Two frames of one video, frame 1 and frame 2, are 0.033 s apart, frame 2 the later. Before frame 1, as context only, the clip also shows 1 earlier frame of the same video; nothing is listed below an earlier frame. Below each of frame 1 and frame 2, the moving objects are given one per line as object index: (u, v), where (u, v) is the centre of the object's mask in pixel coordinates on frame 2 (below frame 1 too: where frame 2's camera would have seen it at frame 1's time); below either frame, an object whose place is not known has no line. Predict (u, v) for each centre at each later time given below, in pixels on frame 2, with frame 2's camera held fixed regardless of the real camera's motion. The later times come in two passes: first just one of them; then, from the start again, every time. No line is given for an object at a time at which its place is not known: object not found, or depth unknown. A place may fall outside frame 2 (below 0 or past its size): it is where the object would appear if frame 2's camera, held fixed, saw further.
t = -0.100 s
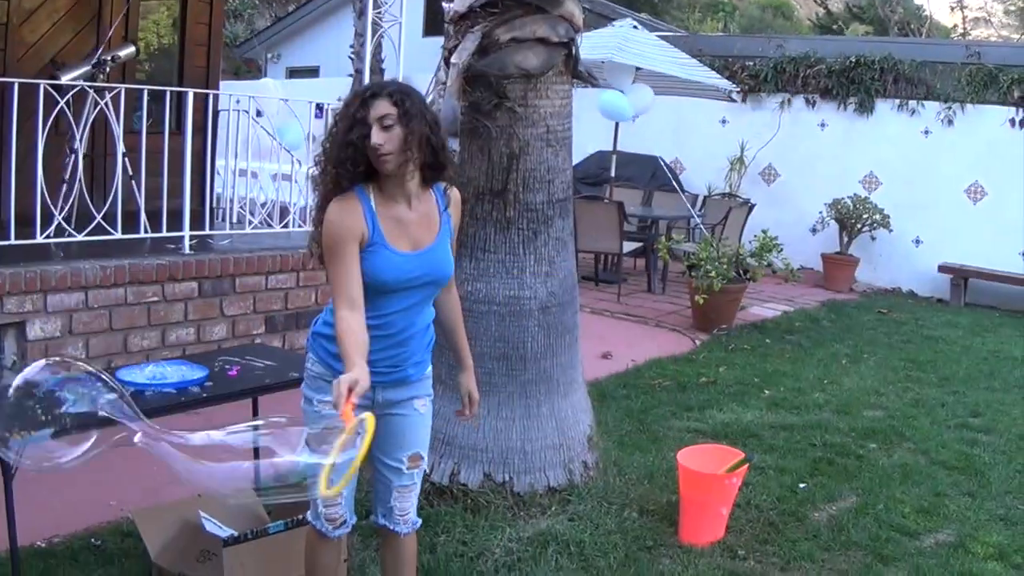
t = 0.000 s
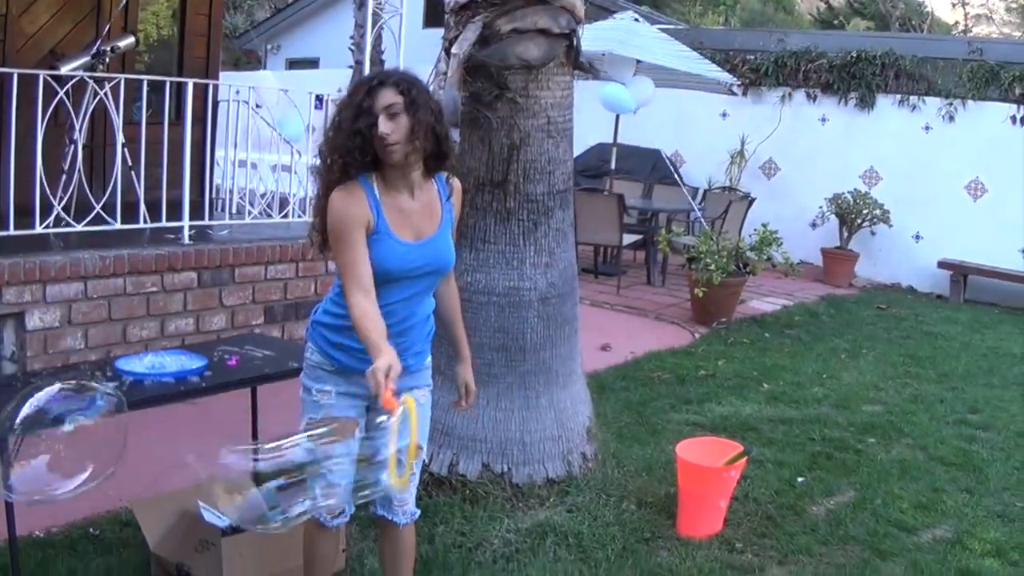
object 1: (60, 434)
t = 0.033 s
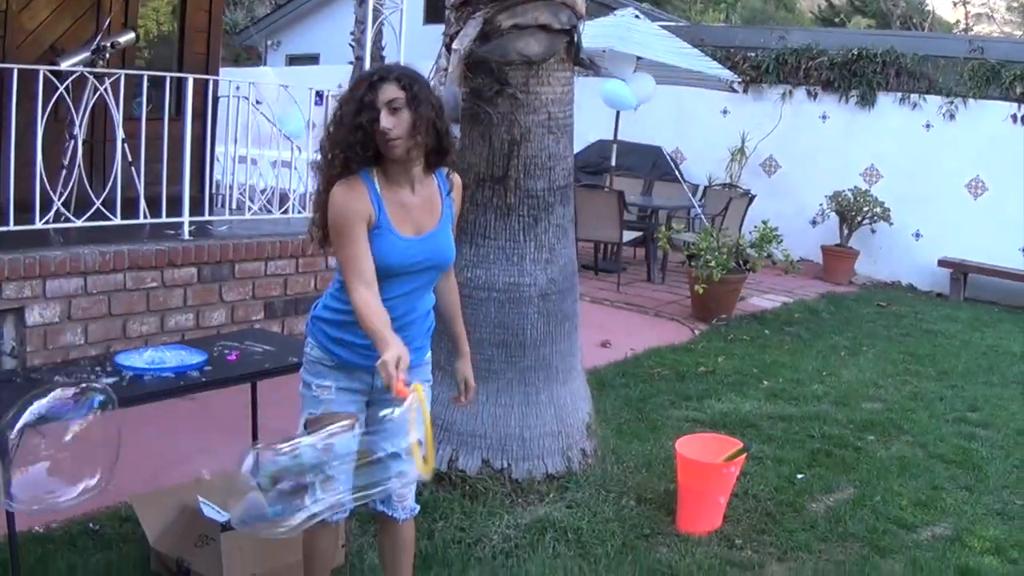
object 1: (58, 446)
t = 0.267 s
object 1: (56, 541)
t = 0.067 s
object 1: (57, 460)
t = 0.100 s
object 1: (55, 473)
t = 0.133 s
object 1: (54, 486)
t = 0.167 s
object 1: (54, 499)
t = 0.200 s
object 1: (53, 515)
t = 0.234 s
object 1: (55, 527)
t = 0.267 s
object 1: (56, 541)
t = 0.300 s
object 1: (58, 554)
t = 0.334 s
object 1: (60, 564)
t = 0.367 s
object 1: (61, 574)
